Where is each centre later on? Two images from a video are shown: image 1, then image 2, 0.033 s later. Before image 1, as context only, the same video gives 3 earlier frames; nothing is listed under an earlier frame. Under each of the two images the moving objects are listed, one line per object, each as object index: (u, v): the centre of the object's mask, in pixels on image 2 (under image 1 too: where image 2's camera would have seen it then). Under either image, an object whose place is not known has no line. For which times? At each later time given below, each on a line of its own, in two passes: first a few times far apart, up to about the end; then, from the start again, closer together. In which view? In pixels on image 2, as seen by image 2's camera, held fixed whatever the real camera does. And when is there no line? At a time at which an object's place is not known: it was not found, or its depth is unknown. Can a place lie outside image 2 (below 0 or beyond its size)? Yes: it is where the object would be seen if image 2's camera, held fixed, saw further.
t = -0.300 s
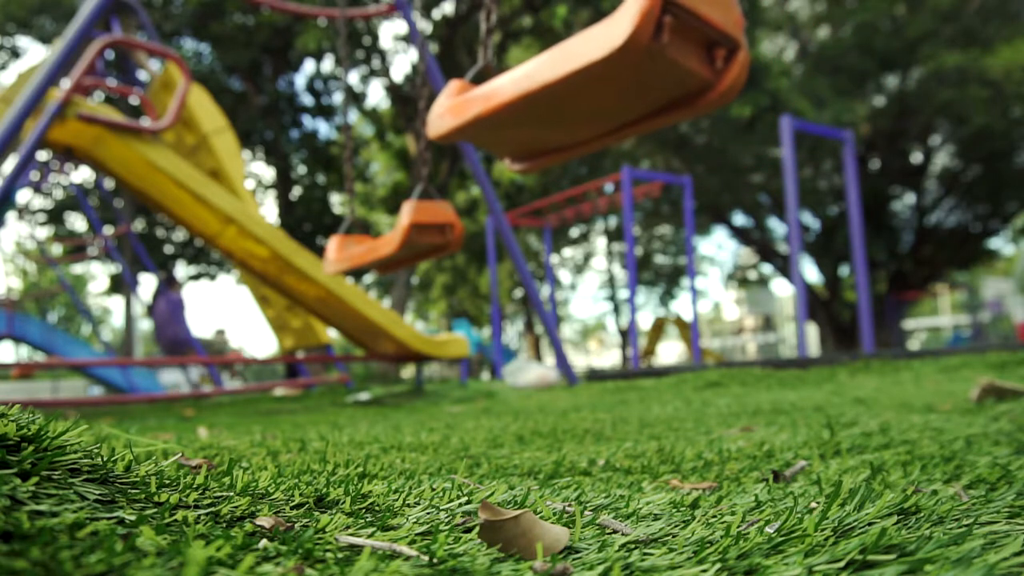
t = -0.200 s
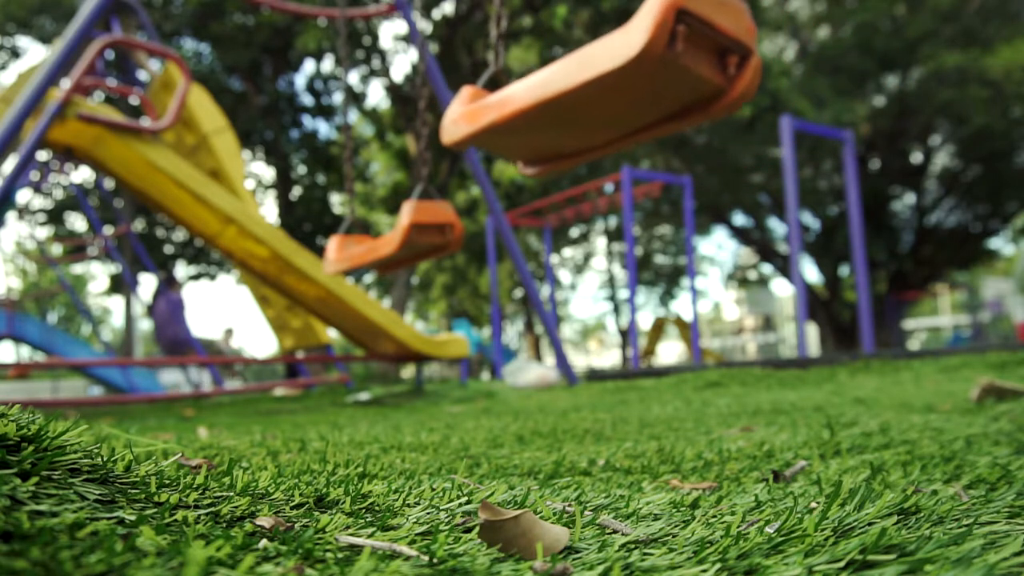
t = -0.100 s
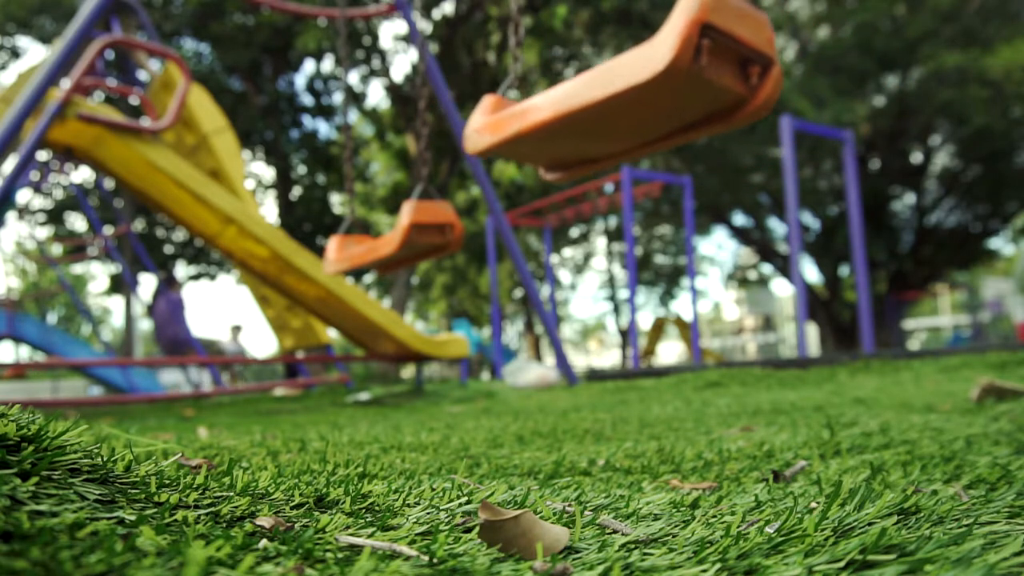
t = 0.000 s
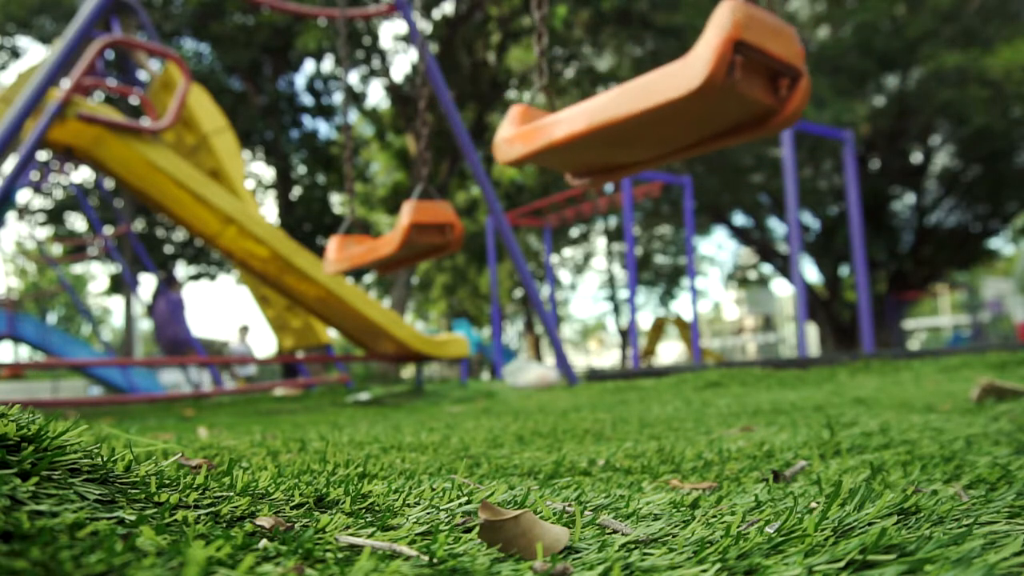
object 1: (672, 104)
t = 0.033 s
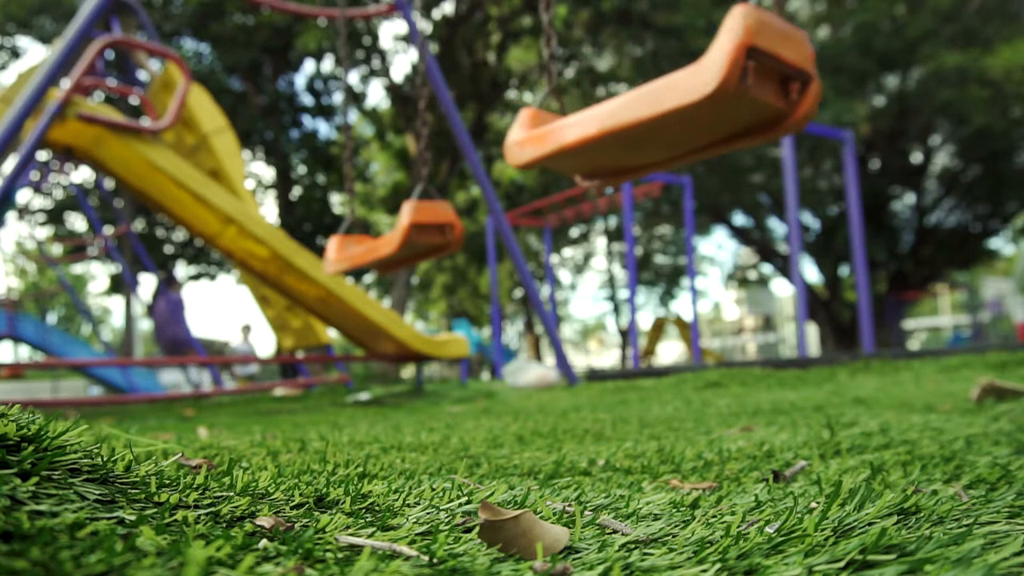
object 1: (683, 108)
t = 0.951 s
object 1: (826, 132)
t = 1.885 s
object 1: (598, 84)
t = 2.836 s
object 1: (823, 133)
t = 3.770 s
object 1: (684, 104)
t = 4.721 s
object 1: (734, 122)
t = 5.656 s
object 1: (798, 129)
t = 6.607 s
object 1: (617, 91)
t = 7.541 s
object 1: (839, 131)
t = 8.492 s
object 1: (623, 92)
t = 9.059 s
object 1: (674, 103)
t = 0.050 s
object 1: (688, 110)
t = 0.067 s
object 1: (693, 111)
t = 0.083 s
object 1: (699, 113)
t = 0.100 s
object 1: (704, 115)
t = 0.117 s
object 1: (710, 116)
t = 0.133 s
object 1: (715, 118)
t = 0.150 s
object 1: (721, 119)
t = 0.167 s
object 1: (726, 121)
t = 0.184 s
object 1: (731, 122)
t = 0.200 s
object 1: (736, 124)
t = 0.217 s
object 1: (740, 125)
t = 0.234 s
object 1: (746, 126)
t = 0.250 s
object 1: (751, 126)
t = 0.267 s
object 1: (756, 127)
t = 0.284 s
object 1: (760, 128)
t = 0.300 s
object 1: (765, 129)
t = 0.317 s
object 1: (770, 130)
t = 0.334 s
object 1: (775, 131)
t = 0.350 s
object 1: (779, 131)
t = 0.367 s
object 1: (783, 132)
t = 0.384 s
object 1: (786, 133)
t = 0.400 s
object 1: (790, 132)
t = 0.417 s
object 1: (794, 133)
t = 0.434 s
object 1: (797, 133)
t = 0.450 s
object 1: (800, 134)
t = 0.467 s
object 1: (804, 133)
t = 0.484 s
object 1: (806, 134)
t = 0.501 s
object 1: (809, 134)
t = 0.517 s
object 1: (812, 134)
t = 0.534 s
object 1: (815, 134)
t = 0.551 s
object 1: (817, 134)
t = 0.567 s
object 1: (820, 134)
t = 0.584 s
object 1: (822, 134)
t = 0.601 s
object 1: (824, 134)
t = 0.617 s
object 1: (826, 134)
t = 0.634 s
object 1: (827, 133)
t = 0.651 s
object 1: (829, 133)
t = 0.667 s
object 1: (830, 134)
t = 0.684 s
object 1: (831, 134)
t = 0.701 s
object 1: (832, 134)
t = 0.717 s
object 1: (832, 134)
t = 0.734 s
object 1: (833, 133)
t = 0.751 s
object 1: (833, 133)
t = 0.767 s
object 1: (834, 133)
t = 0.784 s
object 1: (834, 133)
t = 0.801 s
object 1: (833, 133)
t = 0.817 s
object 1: (833, 133)
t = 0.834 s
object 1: (833, 133)
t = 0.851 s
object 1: (833, 133)
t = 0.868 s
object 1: (832, 133)
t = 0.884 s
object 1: (831, 132)
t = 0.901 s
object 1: (830, 133)
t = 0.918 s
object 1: (829, 133)
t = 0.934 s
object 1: (827, 132)
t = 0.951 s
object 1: (826, 132)
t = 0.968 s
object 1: (823, 132)
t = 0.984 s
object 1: (821, 132)
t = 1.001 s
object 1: (819, 132)
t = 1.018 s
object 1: (817, 132)
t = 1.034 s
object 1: (814, 132)
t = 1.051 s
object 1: (811, 131)
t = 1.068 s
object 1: (808, 131)
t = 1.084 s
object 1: (806, 130)
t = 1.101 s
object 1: (802, 130)
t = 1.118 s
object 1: (799, 129)
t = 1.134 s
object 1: (796, 129)
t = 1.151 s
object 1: (792, 129)
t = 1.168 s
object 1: (787, 128)
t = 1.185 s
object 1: (783, 127)
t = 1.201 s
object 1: (779, 127)
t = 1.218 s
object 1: (775, 126)
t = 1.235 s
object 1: (771, 125)
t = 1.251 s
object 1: (766, 124)
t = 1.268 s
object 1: (762, 123)
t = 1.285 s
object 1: (756, 122)
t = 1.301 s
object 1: (751, 121)
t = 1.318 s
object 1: (745, 120)
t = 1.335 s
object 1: (740, 119)
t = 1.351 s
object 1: (735, 118)
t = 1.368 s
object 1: (729, 116)
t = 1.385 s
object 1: (724, 114)
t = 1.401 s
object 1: (718, 113)
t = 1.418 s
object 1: (714, 111)
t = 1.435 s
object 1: (708, 110)
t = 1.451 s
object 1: (702, 109)
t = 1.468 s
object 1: (696, 107)
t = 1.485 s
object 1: (691, 105)
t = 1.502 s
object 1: (686, 103)
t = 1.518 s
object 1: (680, 101)
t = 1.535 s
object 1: (675, 100)
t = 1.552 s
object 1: (669, 99)
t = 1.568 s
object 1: (663, 98)
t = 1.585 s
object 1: (658, 97)
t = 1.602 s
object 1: (652, 96)
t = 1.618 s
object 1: (647, 94)
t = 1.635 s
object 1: (641, 93)
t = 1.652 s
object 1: (636, 92)
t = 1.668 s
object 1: (632, 91)
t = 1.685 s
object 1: (627, 90)
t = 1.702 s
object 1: (623, 89)
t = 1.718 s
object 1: (619, 88)
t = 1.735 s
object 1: (616, 87)
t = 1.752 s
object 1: (612, 87)
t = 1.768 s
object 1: (609, 86)
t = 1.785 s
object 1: (607, 85)
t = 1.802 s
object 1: (604, 85)
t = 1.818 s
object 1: (603, 85)
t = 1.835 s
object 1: (601, 84)
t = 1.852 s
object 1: (600, 84)
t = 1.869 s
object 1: (599, 84)
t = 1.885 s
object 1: (598, 84)
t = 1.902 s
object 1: (598, 84)
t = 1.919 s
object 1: (598, 84)
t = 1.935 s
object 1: (598, 85)
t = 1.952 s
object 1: (599, 85)
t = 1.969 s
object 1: (600, 85)
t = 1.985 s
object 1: (602, 86)
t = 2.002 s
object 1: (604, 86)
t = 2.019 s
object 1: (606, 87)
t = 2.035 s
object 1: (609, 88)
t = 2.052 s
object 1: (612, 89)
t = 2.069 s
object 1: (615, 90)
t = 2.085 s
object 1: (619, 91)
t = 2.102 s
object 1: (623, 92)
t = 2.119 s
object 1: (627, 93)
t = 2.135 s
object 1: (631, 94)
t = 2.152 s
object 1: (635, 95)
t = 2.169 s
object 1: (641, 96)
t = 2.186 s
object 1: (646, 98)
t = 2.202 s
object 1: (651, 99)
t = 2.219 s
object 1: (656, 100)
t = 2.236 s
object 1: (661, 102)
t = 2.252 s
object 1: (667, 104)
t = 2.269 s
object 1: (672, 105)
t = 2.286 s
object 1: (678, 107)
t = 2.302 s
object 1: (683, 109)
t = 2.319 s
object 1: (689, 111)
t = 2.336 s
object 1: (694, 112)
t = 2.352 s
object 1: (699, 114)
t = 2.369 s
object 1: (705, 115)
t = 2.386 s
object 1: (710, 117)
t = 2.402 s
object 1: (716, 118)
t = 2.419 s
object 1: (721, 120)
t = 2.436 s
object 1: (727, 121)
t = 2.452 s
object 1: (732, 123)
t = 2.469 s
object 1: (737, 124)
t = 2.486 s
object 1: (741, 125)
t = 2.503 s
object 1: (747, 126)
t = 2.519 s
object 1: (752, 127)
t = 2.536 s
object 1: (757, 128)
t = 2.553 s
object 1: (761, 129)
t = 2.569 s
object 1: (767, 129)
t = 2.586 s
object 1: (771, 130)
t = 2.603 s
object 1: (776, 130)
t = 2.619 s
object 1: (780, 131)
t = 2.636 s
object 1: (784, 131)
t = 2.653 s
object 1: (788, 132)
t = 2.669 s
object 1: (792, 132)
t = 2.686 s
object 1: (796, 132)
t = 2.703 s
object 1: (799, 133)
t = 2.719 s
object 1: (803, 133)
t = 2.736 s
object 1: (805, 133)
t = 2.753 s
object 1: (808, 133)
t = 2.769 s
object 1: (812, 133)
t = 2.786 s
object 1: (815, 133)
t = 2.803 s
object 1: (818, 133)
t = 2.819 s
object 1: (820, 133)
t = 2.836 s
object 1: (823, 133)
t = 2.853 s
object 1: (824, 133)
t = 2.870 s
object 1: (827, 133)
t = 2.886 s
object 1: (829, 133)
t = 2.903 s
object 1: (830, 133)
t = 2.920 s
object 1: (831, 133)
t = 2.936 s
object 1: (833, 132)
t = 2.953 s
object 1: (834, 132)
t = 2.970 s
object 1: (835, 132)
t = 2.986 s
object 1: (836, 132)
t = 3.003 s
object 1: (836, 132)
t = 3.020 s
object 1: (837, 132)
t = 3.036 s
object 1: (837, 132)
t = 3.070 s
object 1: (837, 132)
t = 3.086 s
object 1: (836, 132)
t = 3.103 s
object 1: (836, 131)
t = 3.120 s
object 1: (835, 131)
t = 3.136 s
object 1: (834, 131)
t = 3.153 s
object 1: (833, 132)
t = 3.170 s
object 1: (832, 131)
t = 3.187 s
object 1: (831, 131)
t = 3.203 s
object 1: (829, 132)
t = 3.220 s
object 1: (827, 131)
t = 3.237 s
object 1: (825, 131)
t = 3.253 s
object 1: (823, 131)
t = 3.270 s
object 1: (820, 131)
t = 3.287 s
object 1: (818, 131)
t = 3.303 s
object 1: (815, 131)
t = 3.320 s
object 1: (812, 131)
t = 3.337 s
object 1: (808, 130)
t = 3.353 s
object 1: (806, 130)
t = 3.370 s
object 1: (803, 129)
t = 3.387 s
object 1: (799, 129)
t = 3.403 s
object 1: (795, 129)
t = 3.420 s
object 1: (791, 128)
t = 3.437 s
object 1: (788, 128)
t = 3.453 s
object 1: (784, 127)
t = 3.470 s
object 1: (779, 127)
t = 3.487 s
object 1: (774, 126)
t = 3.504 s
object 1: (770, 125)
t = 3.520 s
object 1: (766, 124)
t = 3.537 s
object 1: (760, 123)
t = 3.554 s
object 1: (755, 122)
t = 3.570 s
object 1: (749, 121)
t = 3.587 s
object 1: (744, 120)
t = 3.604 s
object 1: (739, 119)
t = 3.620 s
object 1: (733, 118)
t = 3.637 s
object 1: (728, 117)
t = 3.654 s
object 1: (722, 115)
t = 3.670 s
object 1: (717, 114)
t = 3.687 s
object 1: (711, 112)
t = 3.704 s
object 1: (705, 111)
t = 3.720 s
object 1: (699, 110)
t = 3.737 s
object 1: (694, 108)
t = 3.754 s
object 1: (689, 106)
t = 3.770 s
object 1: (684, 104)
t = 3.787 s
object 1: (678, 102)
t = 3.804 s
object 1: (672, 100)
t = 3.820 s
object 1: (667, 99)
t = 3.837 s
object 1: (660, 99)
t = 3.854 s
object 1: (654, 98)
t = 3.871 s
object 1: (649, 96)
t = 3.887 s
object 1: (644, 95)
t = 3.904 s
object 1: (639, 94)
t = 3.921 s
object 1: (634, 93)
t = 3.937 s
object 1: (629, 92)
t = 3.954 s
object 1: (625, 91)
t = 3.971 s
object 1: (621, 90)
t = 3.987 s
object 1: (617, 89)
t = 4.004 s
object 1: (614, 88)
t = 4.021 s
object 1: (611, 88)
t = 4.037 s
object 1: (607, 87)
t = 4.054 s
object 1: (605, 86)
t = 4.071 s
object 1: (603, 86)
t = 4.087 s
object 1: (601, 86)
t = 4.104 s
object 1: (600, 86)
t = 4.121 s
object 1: (598, 85)
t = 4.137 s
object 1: (598, 85)
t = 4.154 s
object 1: (597, 85)
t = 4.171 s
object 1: (597, 85)
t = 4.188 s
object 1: (598, 85)
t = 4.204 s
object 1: (598, 86)
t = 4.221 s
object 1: (599, 86)
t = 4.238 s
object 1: (600, 87)
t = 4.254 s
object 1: (602, 87)
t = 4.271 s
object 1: (605, 87)
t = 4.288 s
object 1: (607, 88)
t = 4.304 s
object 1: (610, 89)
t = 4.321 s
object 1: (613, 90)
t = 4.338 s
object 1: (616, 91)
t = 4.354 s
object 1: (620, 92)
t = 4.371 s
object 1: (624, 93)
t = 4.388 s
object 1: (628, 94)
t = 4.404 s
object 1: (632, 95)
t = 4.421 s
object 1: (636, 96)
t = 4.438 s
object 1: (641, 97)
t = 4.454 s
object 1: (646, 98)
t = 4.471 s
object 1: (651, 100)
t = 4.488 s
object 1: (657, 101)
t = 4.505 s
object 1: (662, 103)
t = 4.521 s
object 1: (668, 104)
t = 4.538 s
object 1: (673, 106)
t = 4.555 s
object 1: (679, 107)
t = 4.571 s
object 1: (684, 109)
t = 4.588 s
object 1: (690, 111)
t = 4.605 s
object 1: (695, 112)
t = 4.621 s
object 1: (701, 114)
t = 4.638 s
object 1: (706, 115)
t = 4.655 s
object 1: (712, 117)
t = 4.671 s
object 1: (718, 118)
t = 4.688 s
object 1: (723, 119)
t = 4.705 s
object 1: (729, 121)
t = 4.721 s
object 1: (734, 122)
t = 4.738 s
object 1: (739, 123)
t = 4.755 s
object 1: (745, 124)
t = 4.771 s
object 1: (750, 125)
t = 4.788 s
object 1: (755, 126)
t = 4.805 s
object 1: (760, 127)
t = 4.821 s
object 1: (765, 128)
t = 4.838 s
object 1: (770, 128)
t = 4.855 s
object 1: (774, 129)
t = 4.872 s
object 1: (779, 130)
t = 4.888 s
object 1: (783, 130)
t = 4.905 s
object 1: (787, 131)
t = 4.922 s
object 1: (792, 131)
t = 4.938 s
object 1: (796, 131)
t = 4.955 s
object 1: (799, 132)
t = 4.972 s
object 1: (803, 132)
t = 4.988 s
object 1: (805, 132)
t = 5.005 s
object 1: (808, 132)
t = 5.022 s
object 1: (812, 132)
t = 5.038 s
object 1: (815, 132)
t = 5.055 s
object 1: (818, 132)
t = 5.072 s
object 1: (820, 132)
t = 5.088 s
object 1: (823, 132)
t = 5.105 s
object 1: (825, 132)
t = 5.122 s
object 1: (827, 132)
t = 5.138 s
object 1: (829, 132)
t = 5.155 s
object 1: (831, 132)
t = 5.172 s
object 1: (832, 132)
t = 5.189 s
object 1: (834, 132)
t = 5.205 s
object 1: (835, 132)
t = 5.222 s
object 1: (836, 132)
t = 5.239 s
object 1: (836, 132)
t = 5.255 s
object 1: (837, 132)
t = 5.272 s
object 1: (838, 131)
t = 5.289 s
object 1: (838, 132)
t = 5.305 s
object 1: (838, 131)
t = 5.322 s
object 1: (838, 131)
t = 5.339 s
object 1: (837, 131)
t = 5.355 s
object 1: (837, 131)
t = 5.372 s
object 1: (837, 131)
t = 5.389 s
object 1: (836, 131)
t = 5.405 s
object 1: (835, 131)
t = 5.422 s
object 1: (833, 131)
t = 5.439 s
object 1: (831, 131)
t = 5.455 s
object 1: (830, 131)
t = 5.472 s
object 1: (828, 132)
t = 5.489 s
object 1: (827, 131)
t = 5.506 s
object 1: (825, 131)
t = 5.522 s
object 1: (822, 131)
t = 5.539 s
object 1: (820, 131)
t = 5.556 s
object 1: (817, 131)
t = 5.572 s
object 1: (814, 131)
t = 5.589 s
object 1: (811, 131)
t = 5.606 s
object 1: (808, 130)
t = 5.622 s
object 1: (805, 130)
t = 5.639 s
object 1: (801, 130)
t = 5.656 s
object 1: (798, 129)
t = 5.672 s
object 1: (794, 129)
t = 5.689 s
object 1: (790, 128)
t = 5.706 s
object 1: (785, 128)
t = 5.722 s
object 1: (781, 127)
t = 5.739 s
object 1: (776, 127)
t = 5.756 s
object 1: (772, 126)
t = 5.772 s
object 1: (767, 125)
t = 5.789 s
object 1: (762, 125)
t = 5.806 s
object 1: (757, 124)
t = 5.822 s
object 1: (752, 123)
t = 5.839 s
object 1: (746, 122)
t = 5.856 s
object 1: (741, 121)
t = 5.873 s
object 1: (735, 120)
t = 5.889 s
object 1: (730, 119)
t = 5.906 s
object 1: (724, 117)
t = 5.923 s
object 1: (719, 115)
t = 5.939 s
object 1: (713, 114)
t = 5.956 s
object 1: (708, 113)
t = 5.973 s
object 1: (702, 111)
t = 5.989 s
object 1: (697, 110)
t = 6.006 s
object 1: (691, 108)
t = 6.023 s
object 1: (686, 107)
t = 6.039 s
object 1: (680, 105)
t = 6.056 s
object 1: (675, 103)
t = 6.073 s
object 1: (669, 102)
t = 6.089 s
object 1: (663, 101)
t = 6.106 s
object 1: (658, 99)
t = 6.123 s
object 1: (652, 98)
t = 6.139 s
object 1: (647, 97)
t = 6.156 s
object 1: (641, 96)
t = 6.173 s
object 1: (637, 95)
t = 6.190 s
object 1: (632, 94)
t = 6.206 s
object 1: (628, 93)
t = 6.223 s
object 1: (624, 92)
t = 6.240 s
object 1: (620, 91)
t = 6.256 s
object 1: (616, 90)
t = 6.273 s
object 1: (613, 89)
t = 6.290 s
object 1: (610, 88)
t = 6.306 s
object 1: (607, 88)
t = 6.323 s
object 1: (605, 88)
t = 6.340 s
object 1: (603, 87)
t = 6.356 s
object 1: (601, 87)
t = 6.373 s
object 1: (599, 87)
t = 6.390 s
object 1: (598, 86)
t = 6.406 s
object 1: (598, 86)
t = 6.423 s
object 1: (597, 86)
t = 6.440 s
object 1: (597, 86)
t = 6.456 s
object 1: (598, 86)
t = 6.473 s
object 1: (598, 87)
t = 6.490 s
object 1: (599, 87)
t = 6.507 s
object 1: (601, 87)
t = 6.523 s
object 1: (602, 87)
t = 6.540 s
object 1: (605, 88)
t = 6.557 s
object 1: (607, 88)
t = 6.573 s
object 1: (611, 89)
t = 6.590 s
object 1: (613, 90)
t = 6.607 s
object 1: (617, 91)
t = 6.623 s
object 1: (621, 91)
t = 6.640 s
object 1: (625, 93)
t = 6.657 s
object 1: (629, 94)
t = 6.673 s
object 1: (634, 95)
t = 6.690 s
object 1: (638, 96)
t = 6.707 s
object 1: (643, 97)
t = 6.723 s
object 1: (649, 98)
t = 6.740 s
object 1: (654, 100)
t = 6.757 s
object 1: (659, 101)
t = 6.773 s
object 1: (665, 102)
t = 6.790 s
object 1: (671, 104)
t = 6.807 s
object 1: (677, 105)
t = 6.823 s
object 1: (682, 107)
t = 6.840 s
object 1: (688, 109)
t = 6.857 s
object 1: (693, 110)
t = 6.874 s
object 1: (698, 112)
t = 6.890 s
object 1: (704, 113)
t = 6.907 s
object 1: (710, 115)
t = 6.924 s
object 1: (716, 116)
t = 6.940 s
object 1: (721, 117)
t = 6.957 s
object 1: (727, 119)
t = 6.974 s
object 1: (732, 120)
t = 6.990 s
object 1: (737, 121)
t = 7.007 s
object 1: (743, 122)
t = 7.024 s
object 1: (748, 123)
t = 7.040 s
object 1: (753, 124)
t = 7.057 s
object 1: (758, 125)
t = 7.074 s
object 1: (764, 126)
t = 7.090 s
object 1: (769, 127)
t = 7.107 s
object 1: (773, 127)
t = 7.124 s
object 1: (778, 128)
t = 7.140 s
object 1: (782, 129)
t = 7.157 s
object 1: (786, 129)
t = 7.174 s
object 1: (791, 129)
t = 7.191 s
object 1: (795, 130)
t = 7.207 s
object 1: (798, 130)
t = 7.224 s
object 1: (802, 130)
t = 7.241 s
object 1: (805, 130)
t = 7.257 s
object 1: (808, 131)
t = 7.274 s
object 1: (811, 131)
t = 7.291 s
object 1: (815, 131)
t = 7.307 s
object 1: (818, 131)
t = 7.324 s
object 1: (820, 131)
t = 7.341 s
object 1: (823, 131)
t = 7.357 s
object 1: (826, 131)
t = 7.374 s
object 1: (827, 131)
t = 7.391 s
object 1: (830, 131)
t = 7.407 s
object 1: (831, 132)
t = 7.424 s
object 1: (833, 131)
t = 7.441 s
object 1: (834, 131)
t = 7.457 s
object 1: (835, 132)
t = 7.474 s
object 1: (836, 131)
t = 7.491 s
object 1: (837, 132)
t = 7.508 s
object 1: (838, 132)
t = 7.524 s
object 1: (838, 131)
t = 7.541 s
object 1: (839, 131)
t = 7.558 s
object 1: (839, 131)
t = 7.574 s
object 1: (839, 131)
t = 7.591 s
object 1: (838, 131)
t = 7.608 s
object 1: (838, 131)
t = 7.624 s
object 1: (837, 131)
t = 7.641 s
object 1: (836, 131)
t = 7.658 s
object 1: (835, 131)
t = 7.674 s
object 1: (834, 131)
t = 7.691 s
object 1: (833, 131)
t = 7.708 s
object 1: (831, 132)
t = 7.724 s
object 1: (830, 131)
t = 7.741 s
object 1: (828, 131)
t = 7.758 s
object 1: (826, 131)
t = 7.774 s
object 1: (823, 131)
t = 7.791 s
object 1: (820, 132)
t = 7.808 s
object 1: (817, 132)
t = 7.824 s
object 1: (814, 132)
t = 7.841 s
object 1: (812, 132)
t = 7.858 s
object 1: (809, 131)
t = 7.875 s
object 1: (805, 131)
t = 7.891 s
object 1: (802, 131)
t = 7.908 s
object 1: (798, 130)
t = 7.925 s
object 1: (794, 130)
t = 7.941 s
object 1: (791, 130)
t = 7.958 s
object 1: (786, 130)
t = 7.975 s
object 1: (782, 129)
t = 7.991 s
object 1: (777, 128)
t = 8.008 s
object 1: (773, 128)
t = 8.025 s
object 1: (769, 127)
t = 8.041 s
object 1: (764, 127)
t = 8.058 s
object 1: (758, 126)
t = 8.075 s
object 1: (754, 125)
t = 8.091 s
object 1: (748, 124)
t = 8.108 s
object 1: (742, 123)
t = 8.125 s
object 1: (737, 122)
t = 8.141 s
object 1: (732, 121)
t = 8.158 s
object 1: (727, 120)
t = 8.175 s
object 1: (721, 118)
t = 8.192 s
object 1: (716, 117)
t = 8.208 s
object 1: (710, 115)
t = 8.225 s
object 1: (704, 114)
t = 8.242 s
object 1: (699, 113)
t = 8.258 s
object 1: (693, 111)
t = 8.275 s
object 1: (688, 109)
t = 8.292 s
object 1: (683, 107)
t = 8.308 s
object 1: (678, 105)
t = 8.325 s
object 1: (672, 104)
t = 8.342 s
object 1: (667, 103)
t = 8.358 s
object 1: (661, 101)
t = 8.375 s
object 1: (655, 100)
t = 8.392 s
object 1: (650, 99)
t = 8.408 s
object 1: (645, 98)
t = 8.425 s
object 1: (640, 96)
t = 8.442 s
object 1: (635, 95)
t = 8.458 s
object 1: (631, 94)
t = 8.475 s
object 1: (627, 93)
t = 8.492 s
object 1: (623, 92)
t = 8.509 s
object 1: (619, 91)
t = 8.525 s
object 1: (615, 90)
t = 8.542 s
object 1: (612, 89)
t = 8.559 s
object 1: (609, 89)
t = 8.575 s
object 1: (606, 88)
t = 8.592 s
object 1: (604, 88)
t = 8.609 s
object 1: (602, 87)
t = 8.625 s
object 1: (601, 87)
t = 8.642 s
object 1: (599, 87)
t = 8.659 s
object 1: (599, 87)
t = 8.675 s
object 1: (598, 86)
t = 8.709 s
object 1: (598, 87)
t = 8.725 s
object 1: (599, 87)
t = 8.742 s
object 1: (600, 87)
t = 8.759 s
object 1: (601, 87)
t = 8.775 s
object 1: (603, 87)
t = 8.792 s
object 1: (605, 87)
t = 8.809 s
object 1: (608, 88)
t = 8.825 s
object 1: (610, 88)
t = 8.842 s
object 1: (613, 89)
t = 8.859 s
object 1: (617, 90)
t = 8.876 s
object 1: (620, 91)
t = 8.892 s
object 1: (624, 92)
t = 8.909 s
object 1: (628, 93)
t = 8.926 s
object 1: (632, 94)
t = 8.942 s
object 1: (637, 95)
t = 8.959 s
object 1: (642, 96)
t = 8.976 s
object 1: (647, 97)
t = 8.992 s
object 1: (652, 98)
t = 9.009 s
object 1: (657, 99)
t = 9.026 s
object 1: (663, 101)
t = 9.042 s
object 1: (668, 102)
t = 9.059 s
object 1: (674, 103)
